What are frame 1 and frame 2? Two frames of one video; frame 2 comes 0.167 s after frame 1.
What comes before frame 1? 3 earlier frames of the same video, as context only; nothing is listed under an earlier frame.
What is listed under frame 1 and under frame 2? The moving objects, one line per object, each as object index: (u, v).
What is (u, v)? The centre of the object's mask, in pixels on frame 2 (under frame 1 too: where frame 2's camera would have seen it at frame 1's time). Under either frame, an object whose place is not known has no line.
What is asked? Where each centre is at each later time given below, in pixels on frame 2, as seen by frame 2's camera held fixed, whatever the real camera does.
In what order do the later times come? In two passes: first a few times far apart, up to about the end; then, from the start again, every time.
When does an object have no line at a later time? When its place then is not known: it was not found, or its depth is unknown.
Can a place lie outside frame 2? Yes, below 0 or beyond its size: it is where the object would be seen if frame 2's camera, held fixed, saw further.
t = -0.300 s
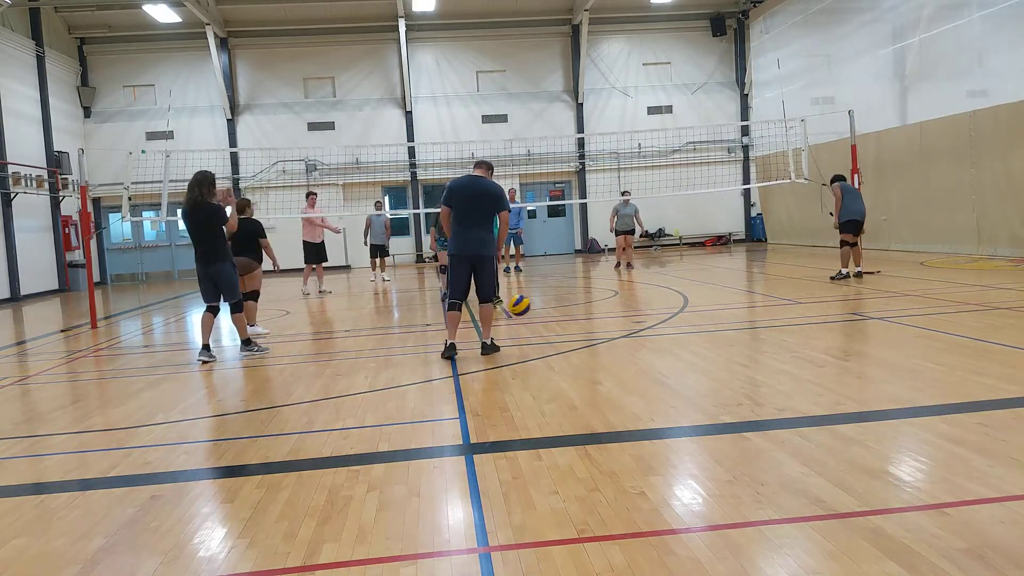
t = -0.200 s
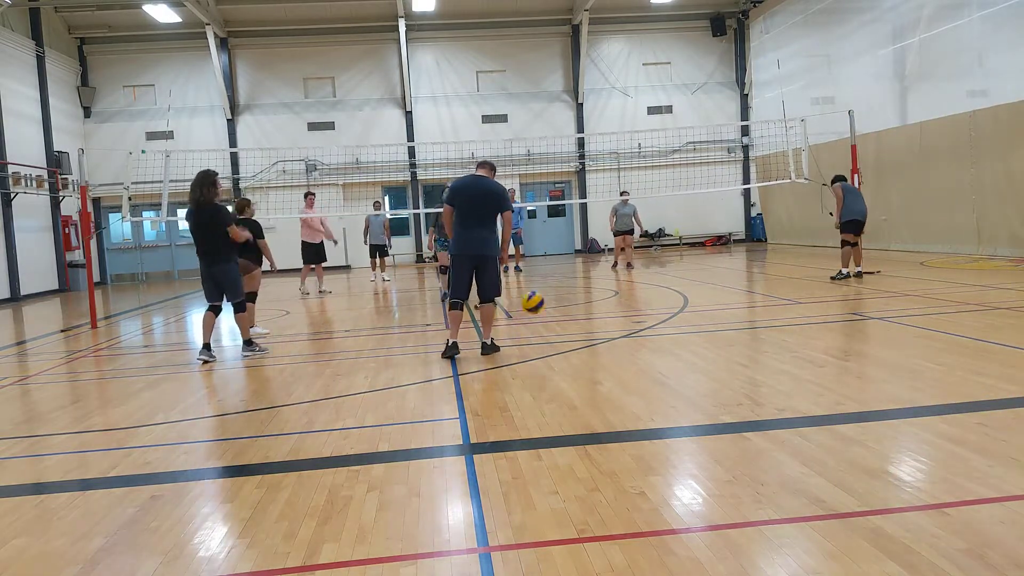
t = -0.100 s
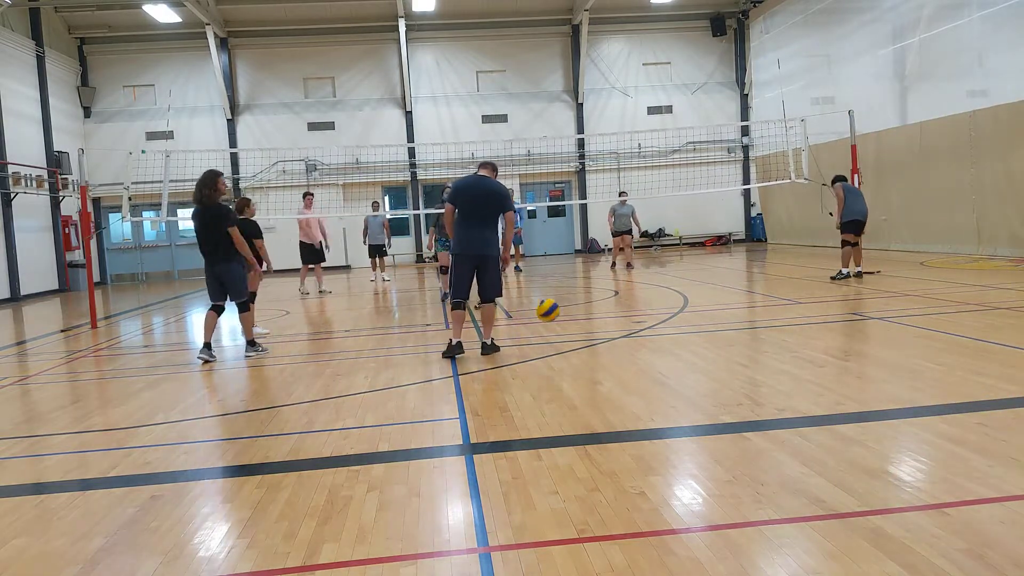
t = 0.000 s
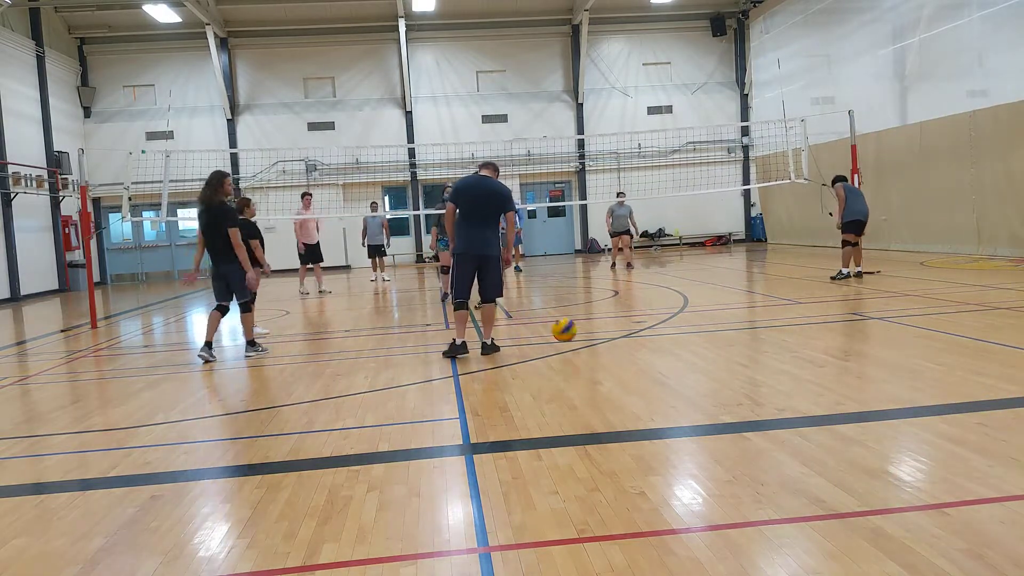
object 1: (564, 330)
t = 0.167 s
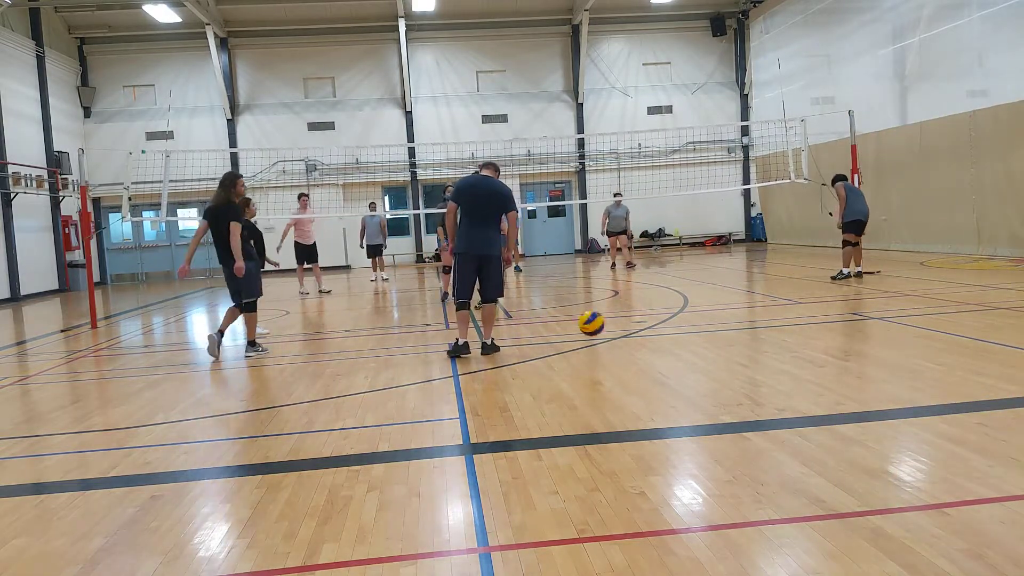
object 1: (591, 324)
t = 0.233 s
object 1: (603, 322)
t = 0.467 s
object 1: (653, 359)
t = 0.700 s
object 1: (708, 349)
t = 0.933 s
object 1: (779, 373)
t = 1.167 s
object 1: (867, 402)
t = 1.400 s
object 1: (980, 436)
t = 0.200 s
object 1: (597, 322)
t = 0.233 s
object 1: (603, 322)
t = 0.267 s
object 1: (610, 323)
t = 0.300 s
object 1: (616, 325)
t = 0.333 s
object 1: (622, 329)
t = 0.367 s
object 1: (630, 334)
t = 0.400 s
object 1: (637, 341)
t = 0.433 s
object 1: (645, 351)
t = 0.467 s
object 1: (653, 359)
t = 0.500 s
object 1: (659, 353)
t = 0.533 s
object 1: (667, 348)
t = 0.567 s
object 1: (674, 345)
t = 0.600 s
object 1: (682, 344)
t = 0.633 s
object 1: (690, 344)
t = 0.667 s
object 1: (699, 345)
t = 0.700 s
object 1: (708, 349)
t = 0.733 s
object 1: (717, 354)
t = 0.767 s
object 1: (727, 362)
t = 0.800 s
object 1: (737, 371)
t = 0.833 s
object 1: (747, 381)
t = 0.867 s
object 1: (758, 377)
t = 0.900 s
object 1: (768, 374)
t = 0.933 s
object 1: (779, 373)
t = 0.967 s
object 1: (790, 373)
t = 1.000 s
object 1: (801, 375)
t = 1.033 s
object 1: (813, 380)
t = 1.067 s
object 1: (826, 387)
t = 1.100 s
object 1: (839, 396)
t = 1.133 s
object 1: (853, 406)
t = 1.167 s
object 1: (867, 402)
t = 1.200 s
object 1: (881, 400)
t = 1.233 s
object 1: (895, 400)
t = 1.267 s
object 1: (911, 403)
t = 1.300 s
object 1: (927, 408)
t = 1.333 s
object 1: (943, 415)
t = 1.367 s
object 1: (961, 425)
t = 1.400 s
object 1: (980, 436)
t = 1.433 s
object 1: (997, 432)
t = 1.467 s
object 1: (1008, 431)
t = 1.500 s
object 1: (1016, 432)
